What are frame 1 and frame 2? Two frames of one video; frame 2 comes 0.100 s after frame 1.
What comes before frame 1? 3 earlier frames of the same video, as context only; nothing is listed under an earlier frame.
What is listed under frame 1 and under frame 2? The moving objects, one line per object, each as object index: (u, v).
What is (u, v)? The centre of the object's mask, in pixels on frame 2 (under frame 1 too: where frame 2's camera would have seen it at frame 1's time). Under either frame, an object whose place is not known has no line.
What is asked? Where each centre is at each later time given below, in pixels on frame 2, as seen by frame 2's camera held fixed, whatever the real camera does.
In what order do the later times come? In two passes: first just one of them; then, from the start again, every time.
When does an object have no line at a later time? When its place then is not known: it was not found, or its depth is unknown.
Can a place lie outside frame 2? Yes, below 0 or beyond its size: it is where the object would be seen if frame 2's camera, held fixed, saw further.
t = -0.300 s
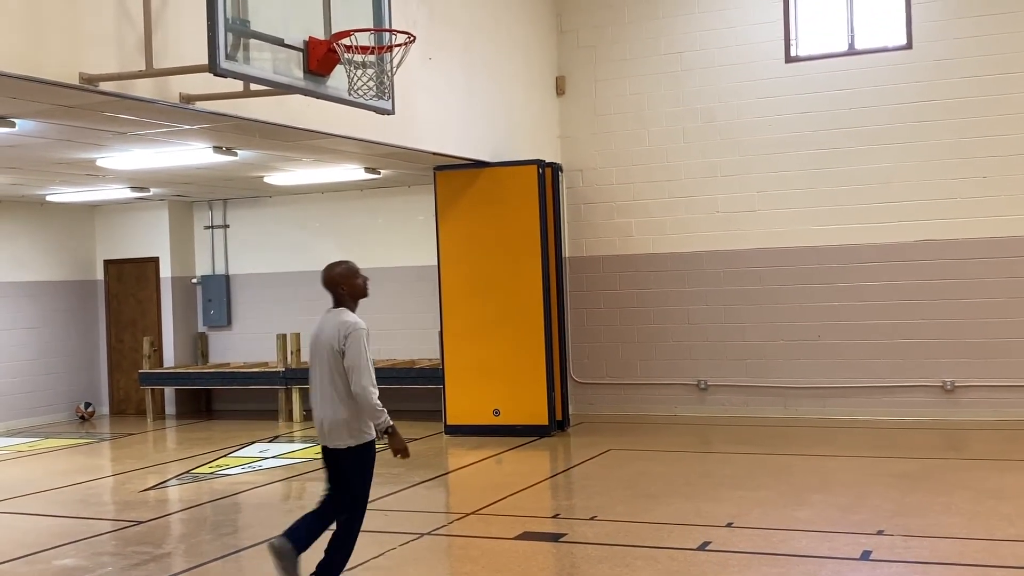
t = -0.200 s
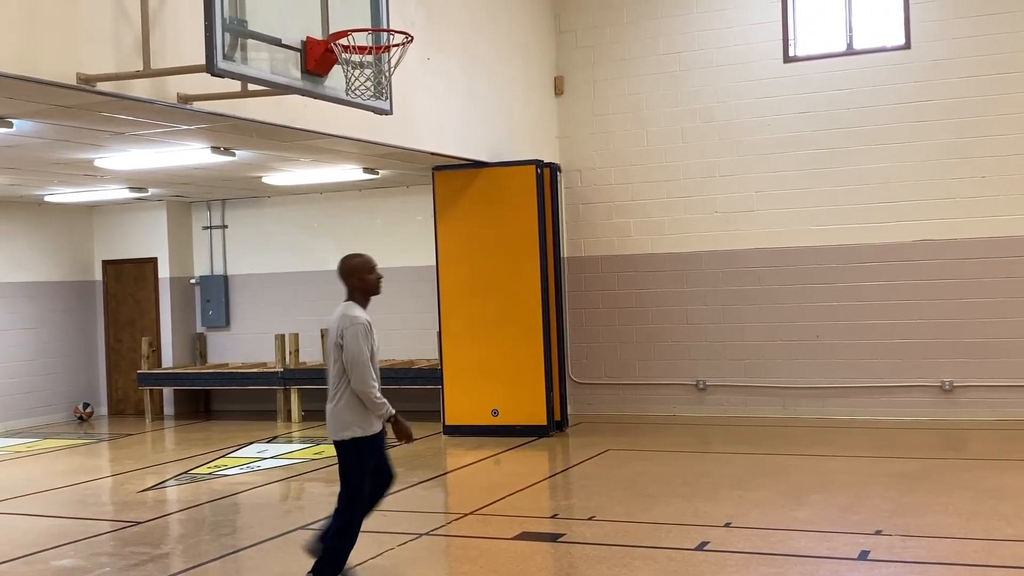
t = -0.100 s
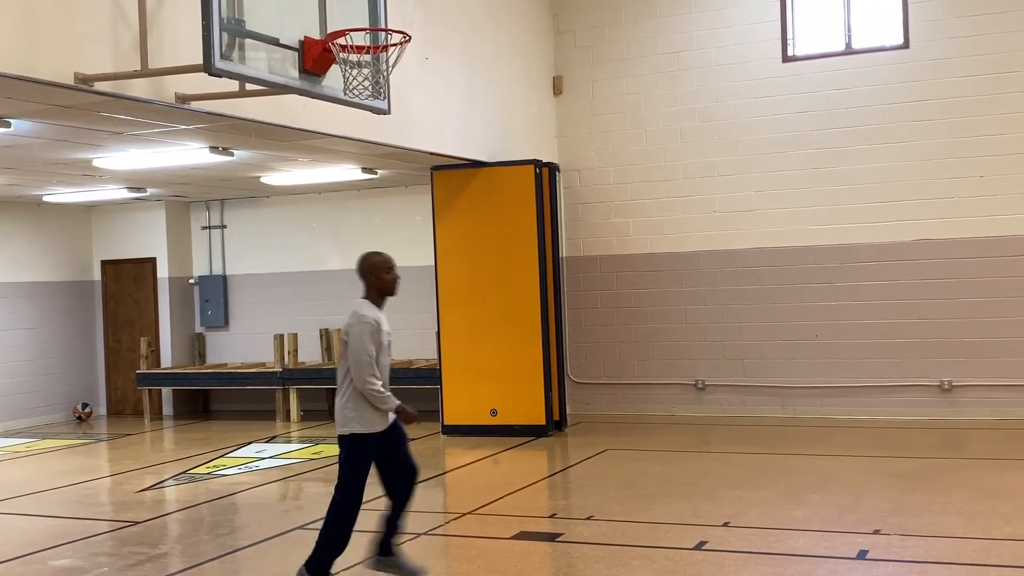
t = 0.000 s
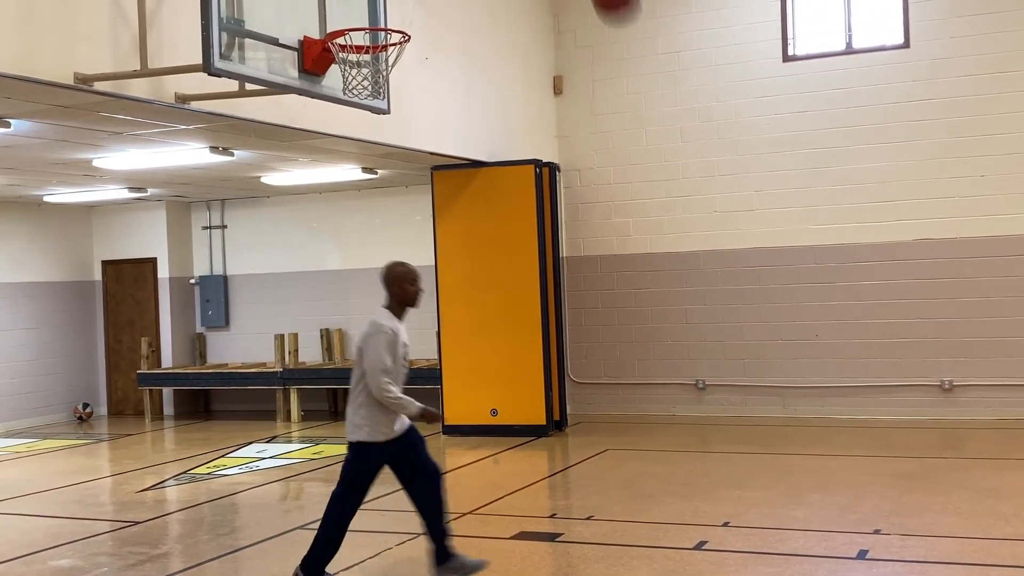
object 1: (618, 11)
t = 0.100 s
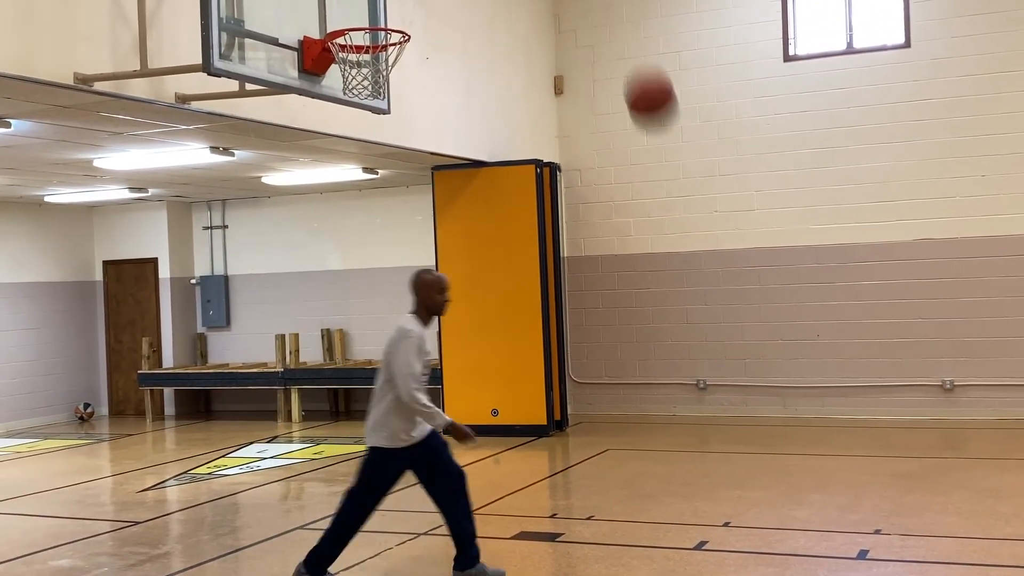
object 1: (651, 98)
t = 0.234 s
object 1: (701, 275)
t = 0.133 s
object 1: (663, 139)
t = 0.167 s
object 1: (675, 182)
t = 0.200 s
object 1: (688, 229)
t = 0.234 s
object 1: (701, 275)
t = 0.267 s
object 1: (715, 327)
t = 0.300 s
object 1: (728, 376)
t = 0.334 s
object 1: (743, 439)
